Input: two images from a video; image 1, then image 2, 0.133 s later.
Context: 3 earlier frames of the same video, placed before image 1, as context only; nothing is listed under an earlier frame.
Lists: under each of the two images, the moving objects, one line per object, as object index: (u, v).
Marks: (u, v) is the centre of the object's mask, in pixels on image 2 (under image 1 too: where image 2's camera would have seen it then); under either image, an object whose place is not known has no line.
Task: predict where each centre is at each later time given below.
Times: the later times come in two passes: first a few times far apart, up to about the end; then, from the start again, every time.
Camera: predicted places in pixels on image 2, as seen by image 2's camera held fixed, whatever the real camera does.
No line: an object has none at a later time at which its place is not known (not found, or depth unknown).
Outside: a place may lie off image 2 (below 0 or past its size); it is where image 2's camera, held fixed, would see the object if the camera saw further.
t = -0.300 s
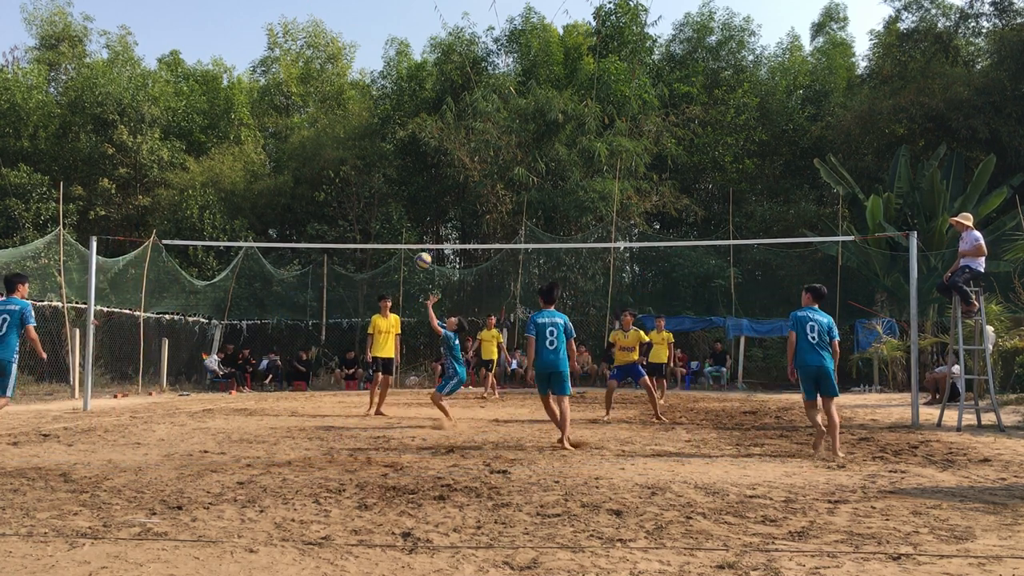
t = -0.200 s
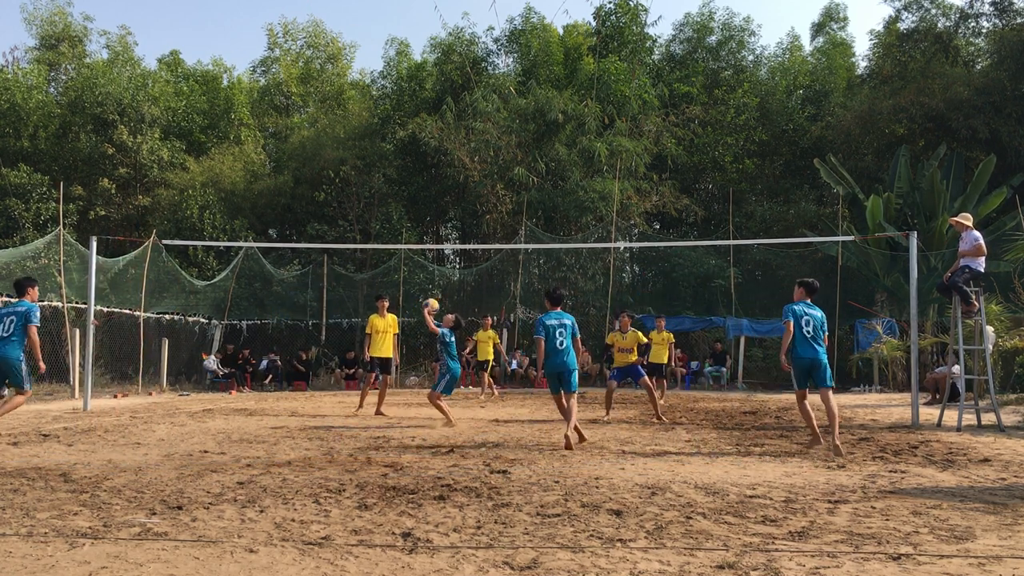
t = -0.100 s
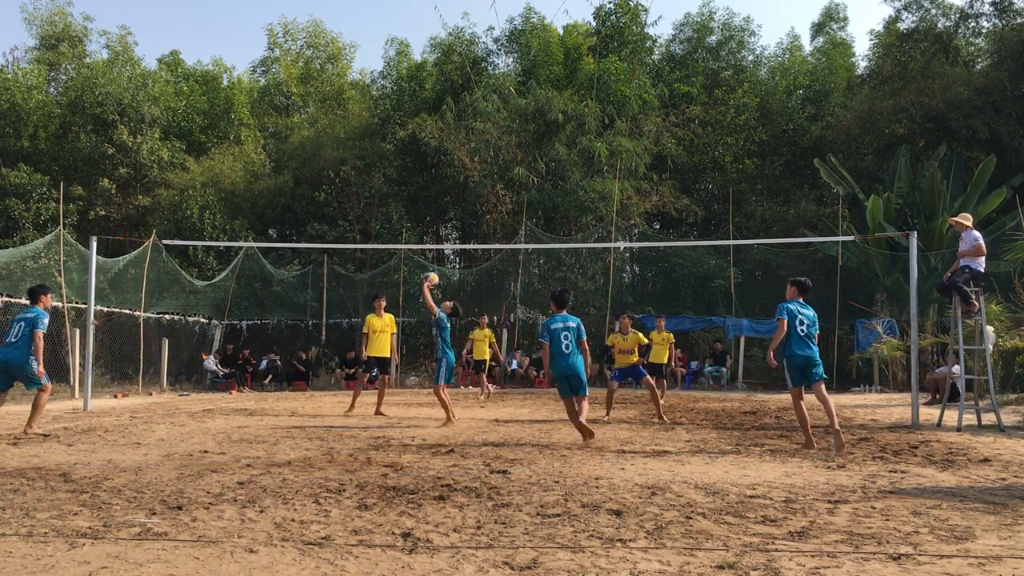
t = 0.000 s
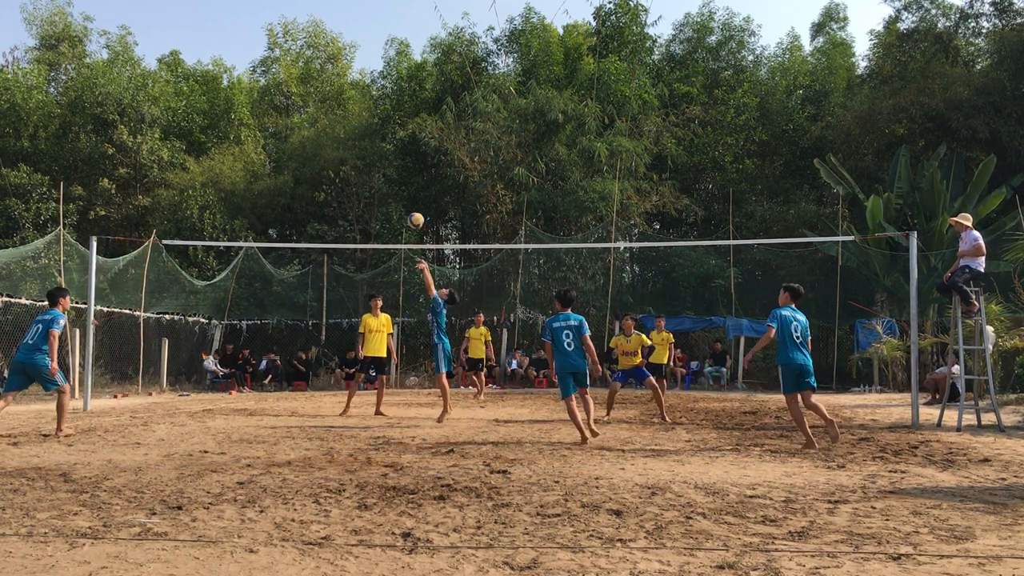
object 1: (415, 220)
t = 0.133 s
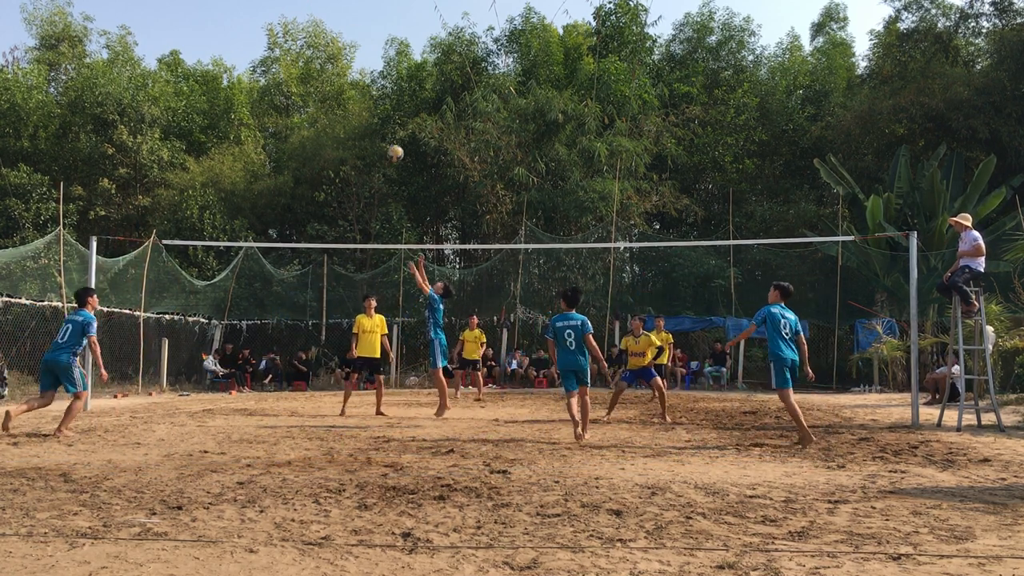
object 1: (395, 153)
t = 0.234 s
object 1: (379, 112)
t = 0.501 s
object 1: (339, 43)
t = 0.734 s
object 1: (304, 26)
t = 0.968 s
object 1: (269, 50)
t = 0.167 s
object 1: (390, 139)
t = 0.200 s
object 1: (385, 125)
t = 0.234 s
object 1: (379, 112)
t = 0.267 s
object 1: (375, 100)
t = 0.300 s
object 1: (369, 90)
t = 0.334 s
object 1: (364, 80)
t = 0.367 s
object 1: (359, 71)
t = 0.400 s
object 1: (354, 63)
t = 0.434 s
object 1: (349, 55)
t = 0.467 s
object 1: (343, 49)
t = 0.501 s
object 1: (339, 43)
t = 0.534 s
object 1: (334, 38)
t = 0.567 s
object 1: (329, 34)
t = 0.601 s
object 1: (324, 31)
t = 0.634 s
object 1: (319, 28)
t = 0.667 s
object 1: (314, 27)
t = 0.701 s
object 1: (309, 26)
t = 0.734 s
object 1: (304, 26)
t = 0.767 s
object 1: (299, 27)
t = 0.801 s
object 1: (294, 29)
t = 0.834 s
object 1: (289, 31)
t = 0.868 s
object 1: (283, 34)
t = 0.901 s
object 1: (280, 39)
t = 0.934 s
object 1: (274, 44)
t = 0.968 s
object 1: (269, 50)
